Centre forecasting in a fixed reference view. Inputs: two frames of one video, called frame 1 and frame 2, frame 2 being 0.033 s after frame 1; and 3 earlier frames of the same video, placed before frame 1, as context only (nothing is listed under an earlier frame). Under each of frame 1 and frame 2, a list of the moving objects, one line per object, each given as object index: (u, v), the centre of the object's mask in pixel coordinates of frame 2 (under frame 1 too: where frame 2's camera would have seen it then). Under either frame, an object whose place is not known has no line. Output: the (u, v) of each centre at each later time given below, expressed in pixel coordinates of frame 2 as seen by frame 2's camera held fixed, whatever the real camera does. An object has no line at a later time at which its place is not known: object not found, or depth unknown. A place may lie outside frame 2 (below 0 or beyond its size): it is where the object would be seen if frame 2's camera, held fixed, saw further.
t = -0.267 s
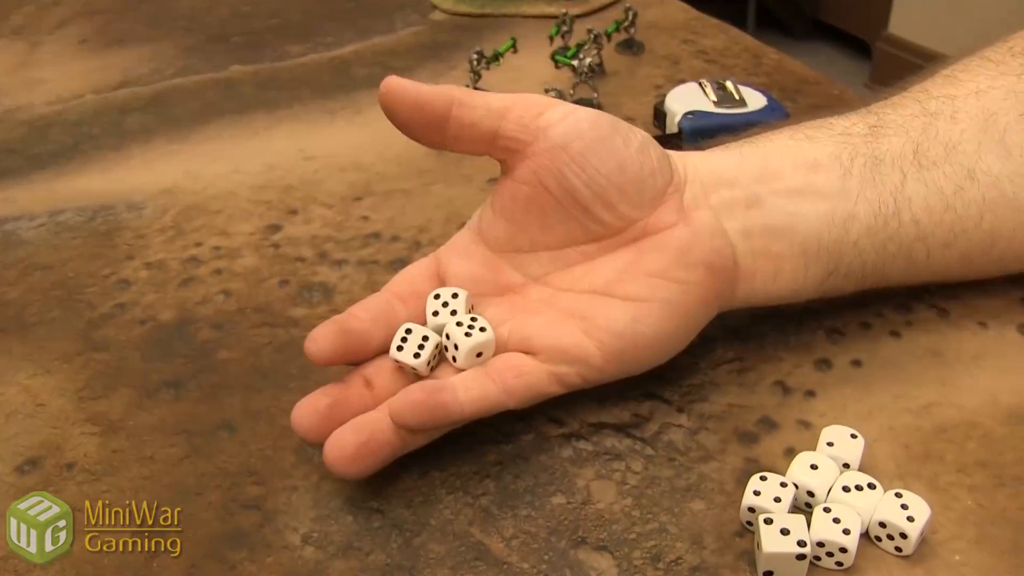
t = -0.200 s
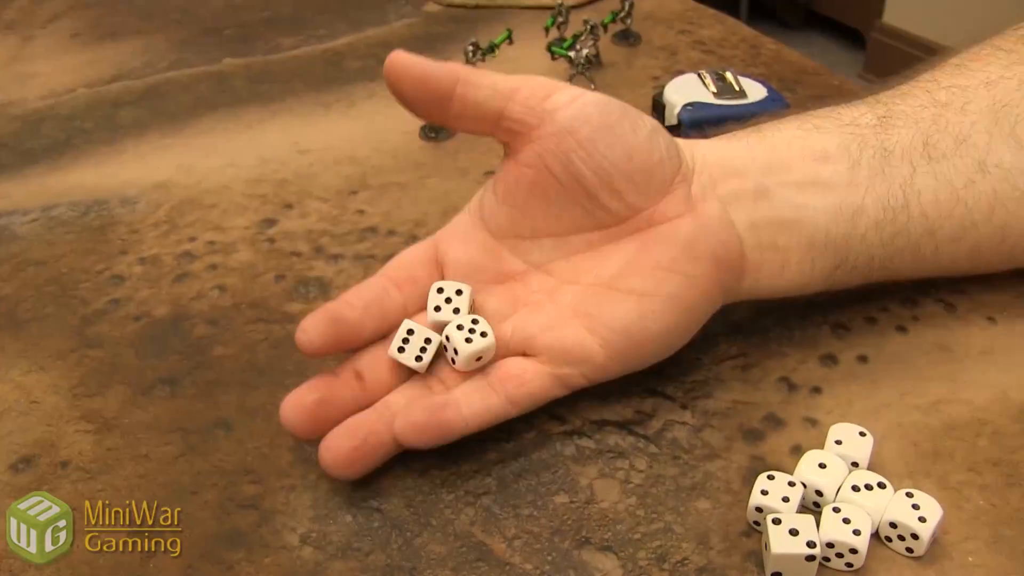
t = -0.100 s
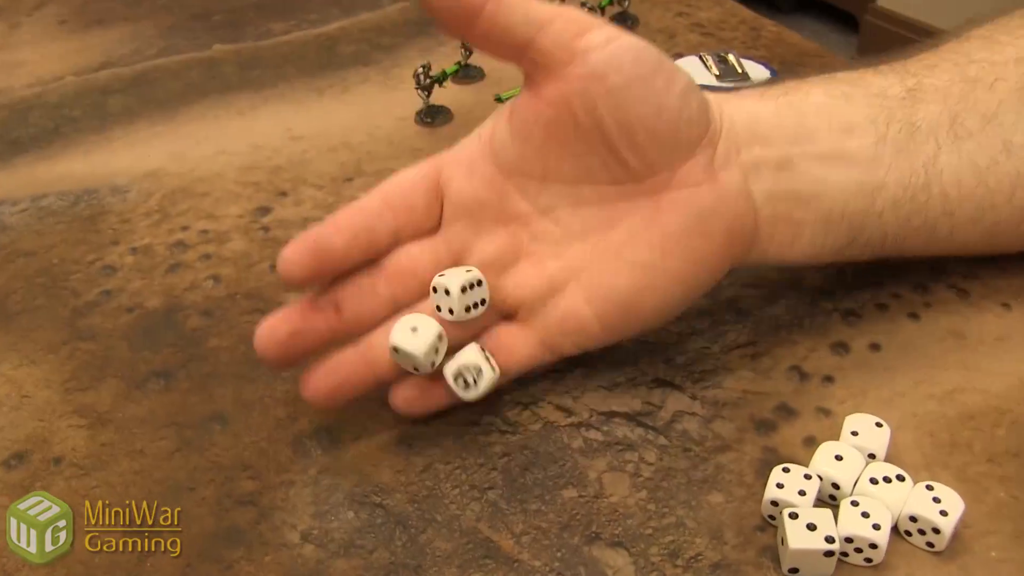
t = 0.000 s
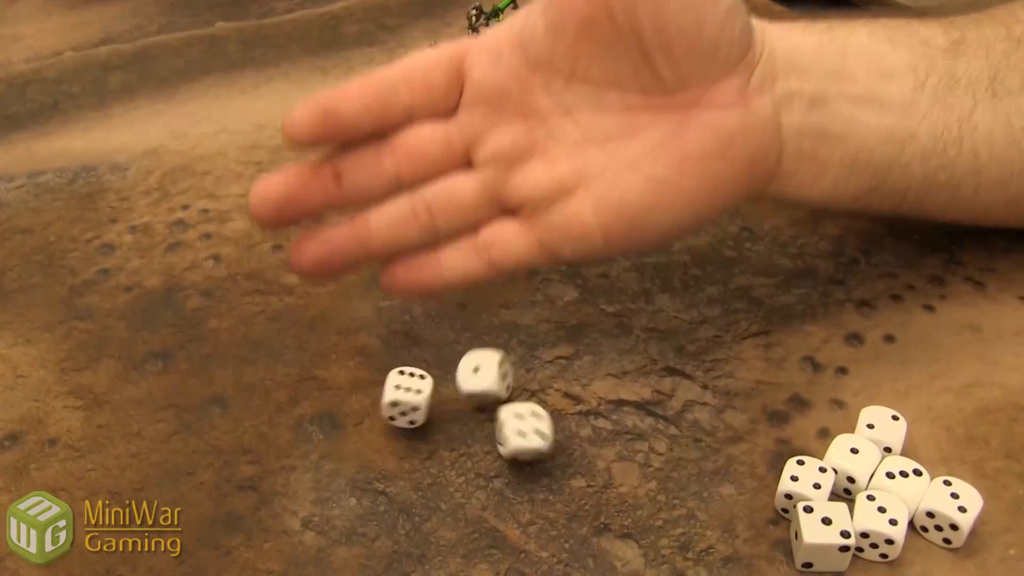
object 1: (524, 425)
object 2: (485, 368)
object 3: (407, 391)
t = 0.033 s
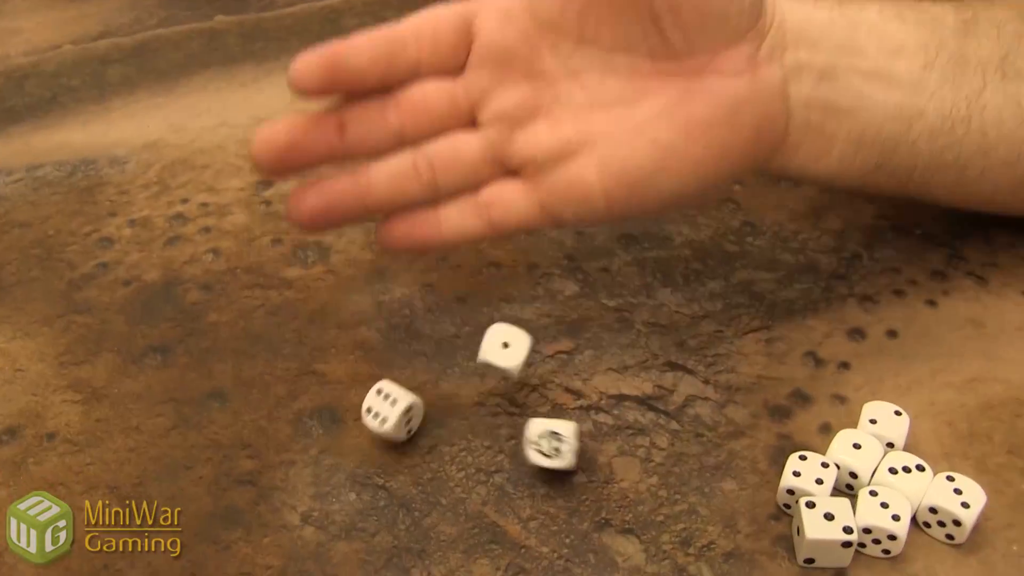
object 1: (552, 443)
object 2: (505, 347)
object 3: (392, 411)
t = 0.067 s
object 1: (582, 458)
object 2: (526, 354)
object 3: (377, 423)
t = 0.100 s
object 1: (611, 474)
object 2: (548, 378)
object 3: (360, 433)
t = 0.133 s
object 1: (636, 487)
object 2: (568, 383)
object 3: (348, 442)
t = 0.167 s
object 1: (656, 493)
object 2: (587, 400)
